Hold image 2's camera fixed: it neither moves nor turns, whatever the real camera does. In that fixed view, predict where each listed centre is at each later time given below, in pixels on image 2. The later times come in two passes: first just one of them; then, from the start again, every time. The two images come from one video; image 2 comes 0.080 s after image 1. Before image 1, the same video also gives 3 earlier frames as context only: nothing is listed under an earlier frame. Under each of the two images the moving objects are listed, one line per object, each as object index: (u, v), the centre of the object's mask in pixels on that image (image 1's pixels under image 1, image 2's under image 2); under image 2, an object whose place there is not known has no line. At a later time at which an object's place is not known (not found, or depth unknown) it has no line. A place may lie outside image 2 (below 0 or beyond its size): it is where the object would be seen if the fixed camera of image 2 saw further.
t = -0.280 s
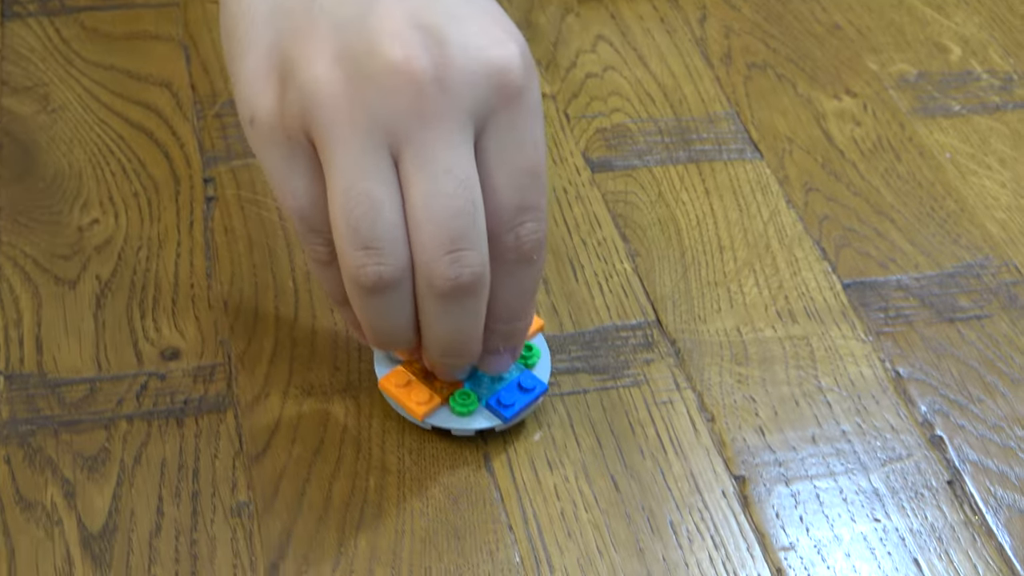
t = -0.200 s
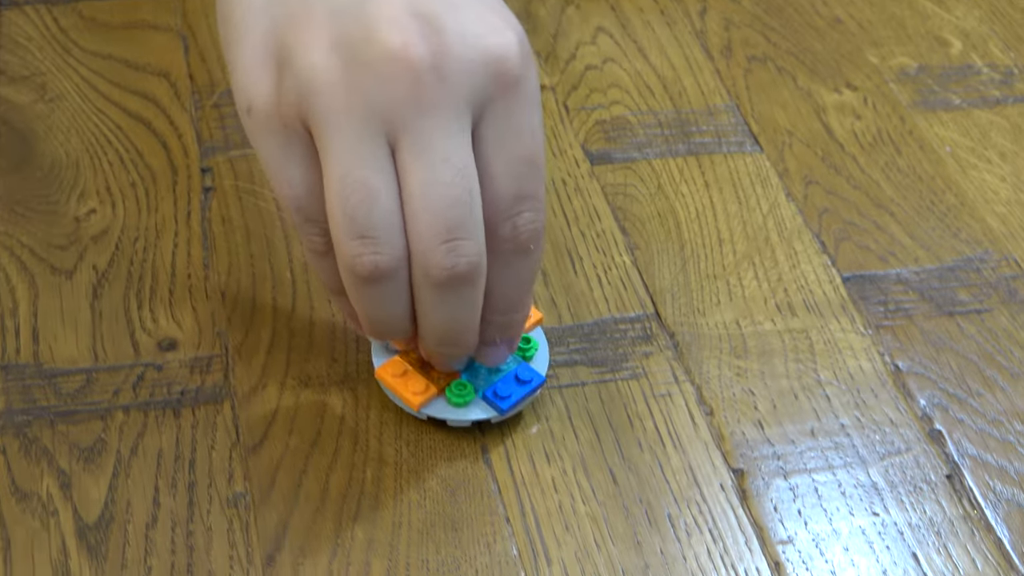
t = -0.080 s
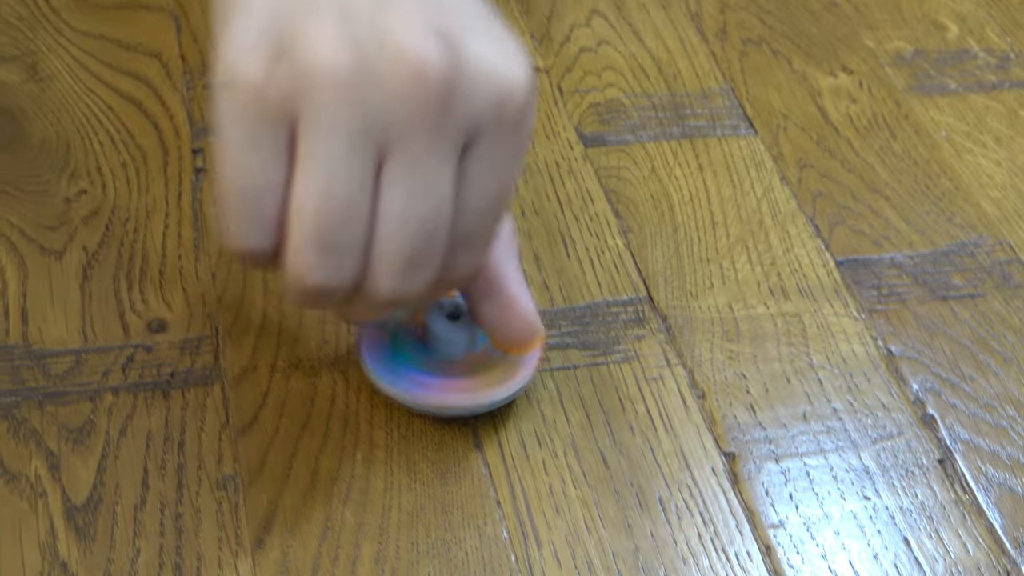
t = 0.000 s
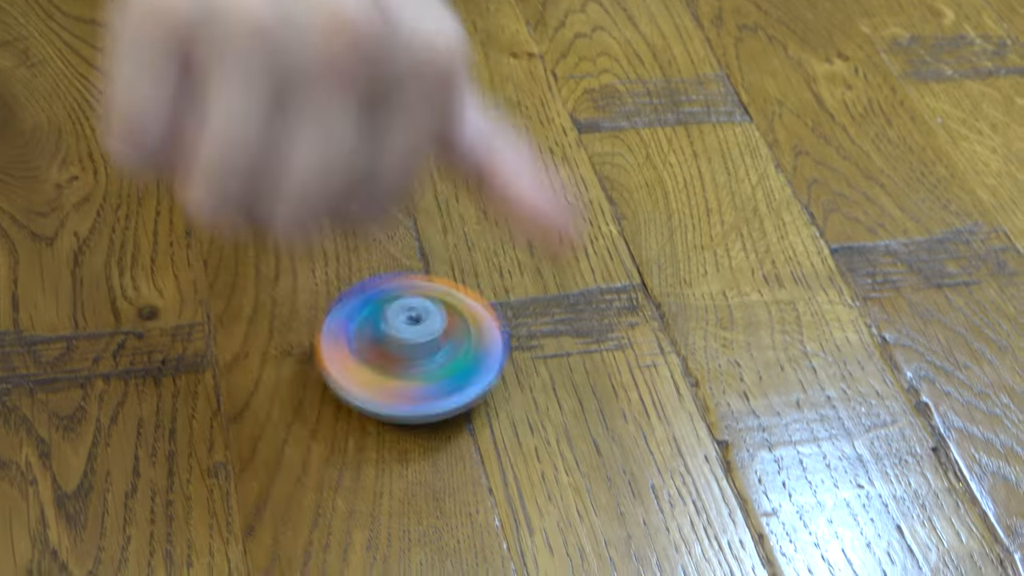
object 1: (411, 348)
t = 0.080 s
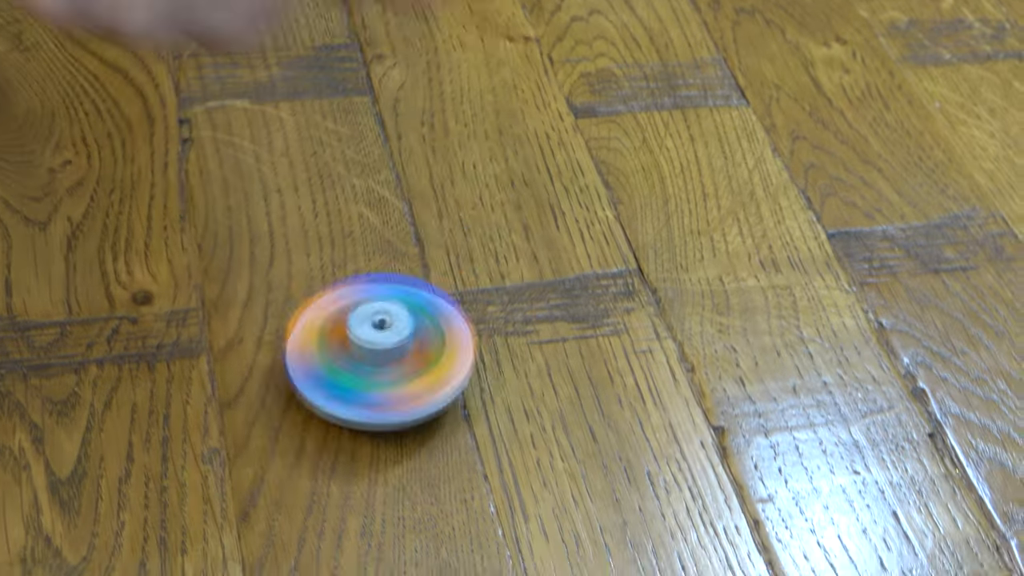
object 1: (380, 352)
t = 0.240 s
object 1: (352, 396)
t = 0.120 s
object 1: (371, 363)
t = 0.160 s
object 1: (364, 373)
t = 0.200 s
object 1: (355, 384)
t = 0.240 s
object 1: (352, 396)
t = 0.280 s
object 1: (347, 406)
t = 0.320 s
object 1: (341, 416)
